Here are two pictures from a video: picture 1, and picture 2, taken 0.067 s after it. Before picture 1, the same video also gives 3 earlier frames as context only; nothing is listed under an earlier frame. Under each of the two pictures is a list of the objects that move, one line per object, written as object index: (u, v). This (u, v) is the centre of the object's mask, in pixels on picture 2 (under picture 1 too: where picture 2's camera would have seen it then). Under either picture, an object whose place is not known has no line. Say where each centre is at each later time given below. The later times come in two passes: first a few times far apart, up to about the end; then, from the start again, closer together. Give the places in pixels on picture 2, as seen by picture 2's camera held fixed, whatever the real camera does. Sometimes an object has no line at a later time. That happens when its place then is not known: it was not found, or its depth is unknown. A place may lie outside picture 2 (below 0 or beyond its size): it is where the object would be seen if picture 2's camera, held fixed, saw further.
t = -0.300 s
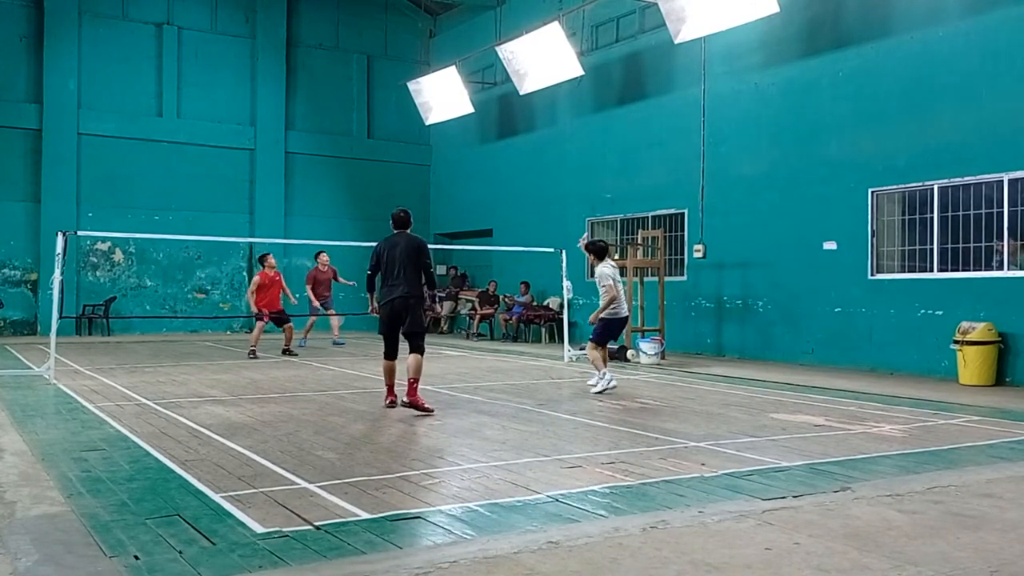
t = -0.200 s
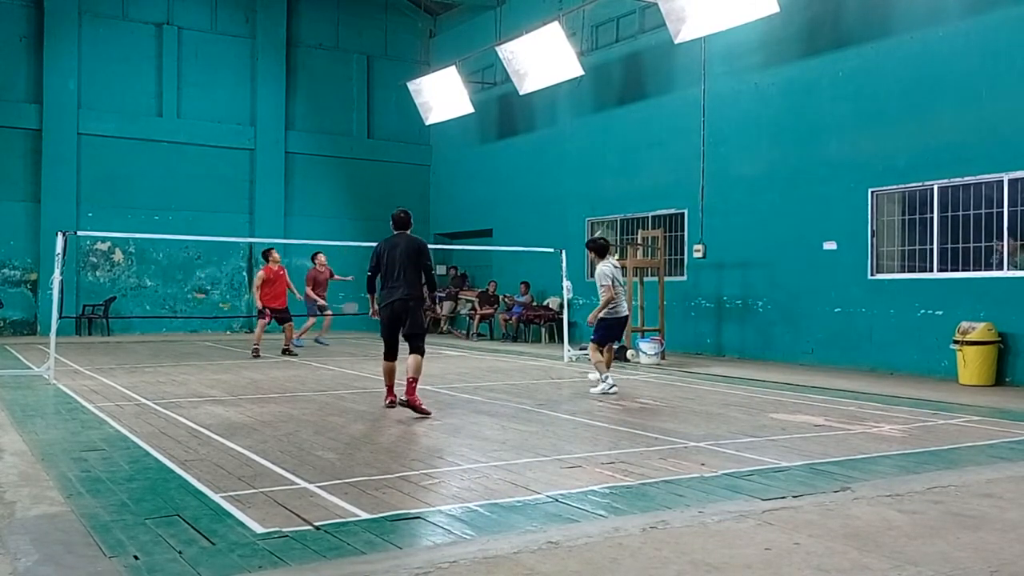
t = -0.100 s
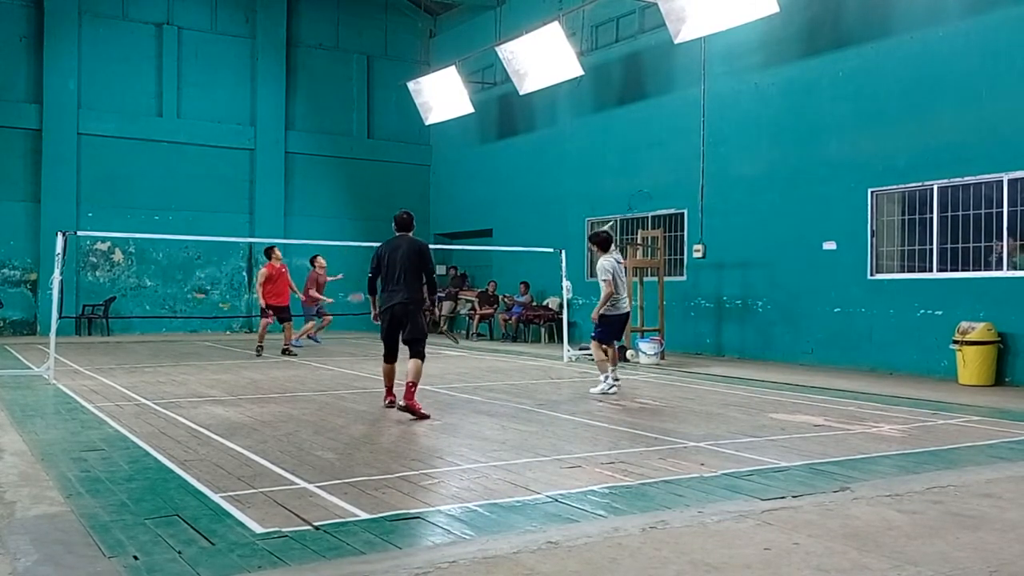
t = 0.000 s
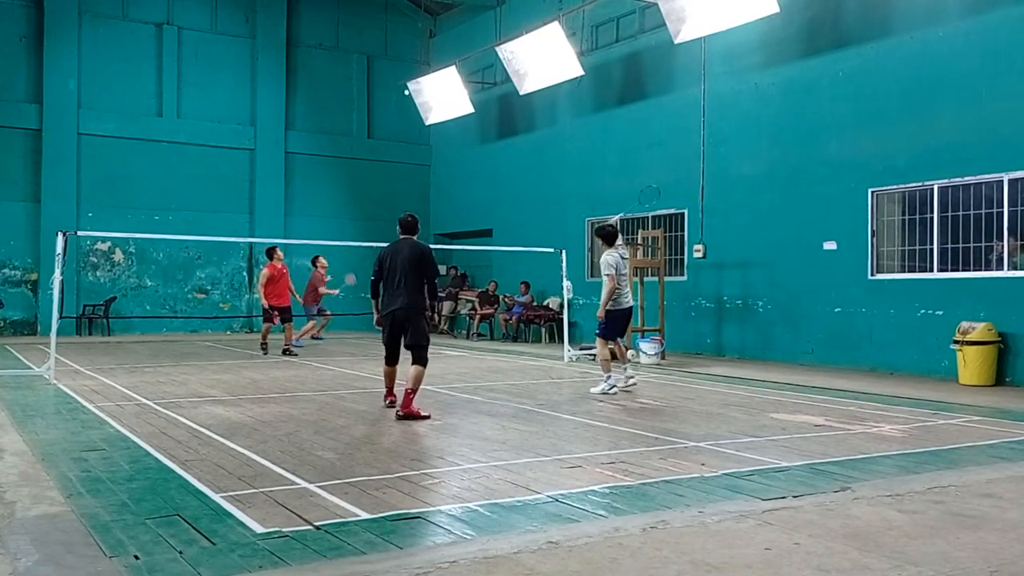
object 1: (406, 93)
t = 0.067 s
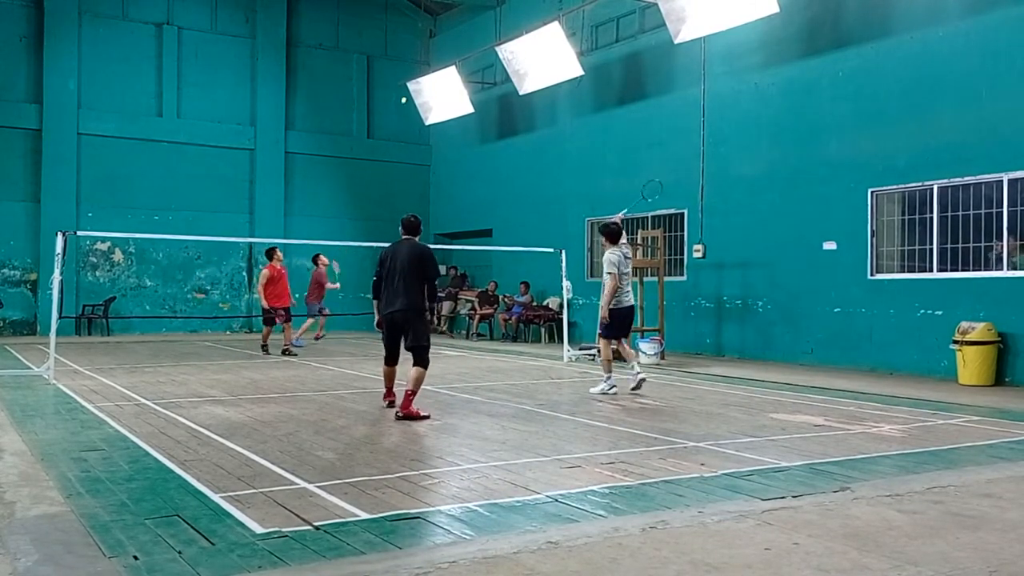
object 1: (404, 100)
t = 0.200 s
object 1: (399, 120)
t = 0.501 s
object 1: (393, 185)
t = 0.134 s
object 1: (402, 109)
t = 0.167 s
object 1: (400, 115)
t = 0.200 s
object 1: (399, 120)
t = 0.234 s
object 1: (398, 127)
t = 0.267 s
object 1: (398, 133)
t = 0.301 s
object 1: (397, 140)
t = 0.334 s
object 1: (396, 146)
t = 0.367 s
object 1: (395, 154)
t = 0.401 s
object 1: (394, 162)
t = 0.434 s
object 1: (394, 169)
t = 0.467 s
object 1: (394, 177)
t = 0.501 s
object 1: (393, 185)
